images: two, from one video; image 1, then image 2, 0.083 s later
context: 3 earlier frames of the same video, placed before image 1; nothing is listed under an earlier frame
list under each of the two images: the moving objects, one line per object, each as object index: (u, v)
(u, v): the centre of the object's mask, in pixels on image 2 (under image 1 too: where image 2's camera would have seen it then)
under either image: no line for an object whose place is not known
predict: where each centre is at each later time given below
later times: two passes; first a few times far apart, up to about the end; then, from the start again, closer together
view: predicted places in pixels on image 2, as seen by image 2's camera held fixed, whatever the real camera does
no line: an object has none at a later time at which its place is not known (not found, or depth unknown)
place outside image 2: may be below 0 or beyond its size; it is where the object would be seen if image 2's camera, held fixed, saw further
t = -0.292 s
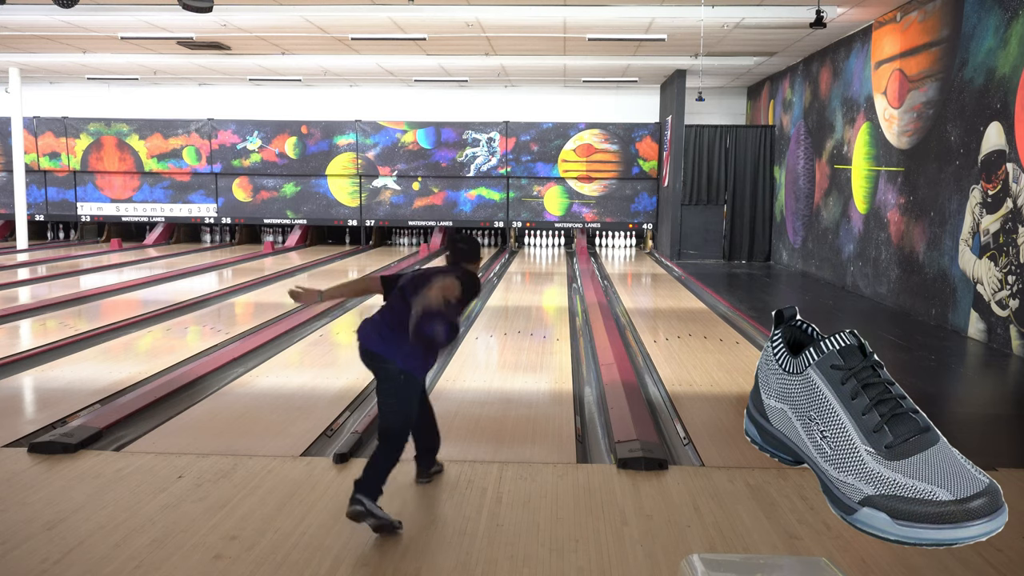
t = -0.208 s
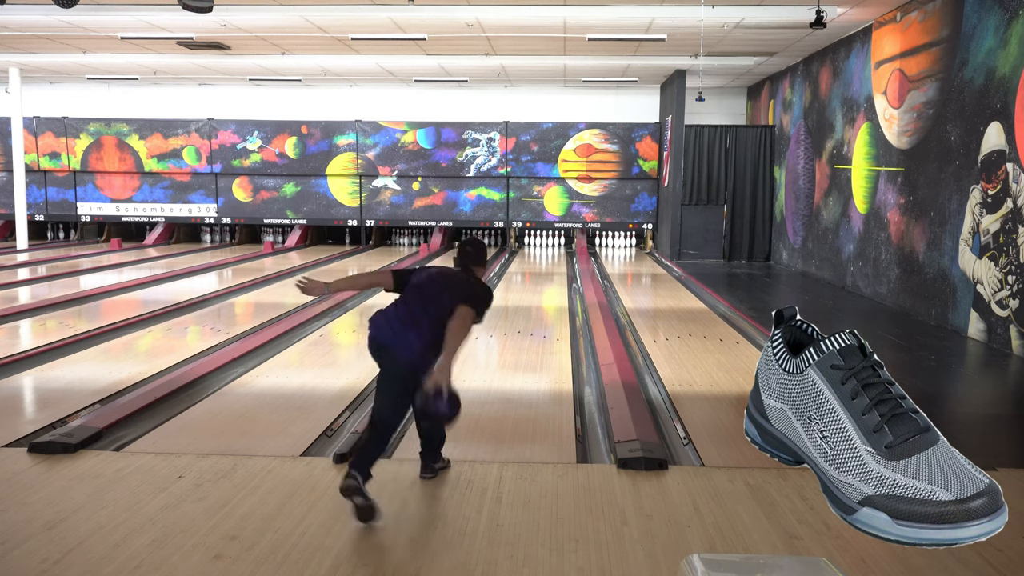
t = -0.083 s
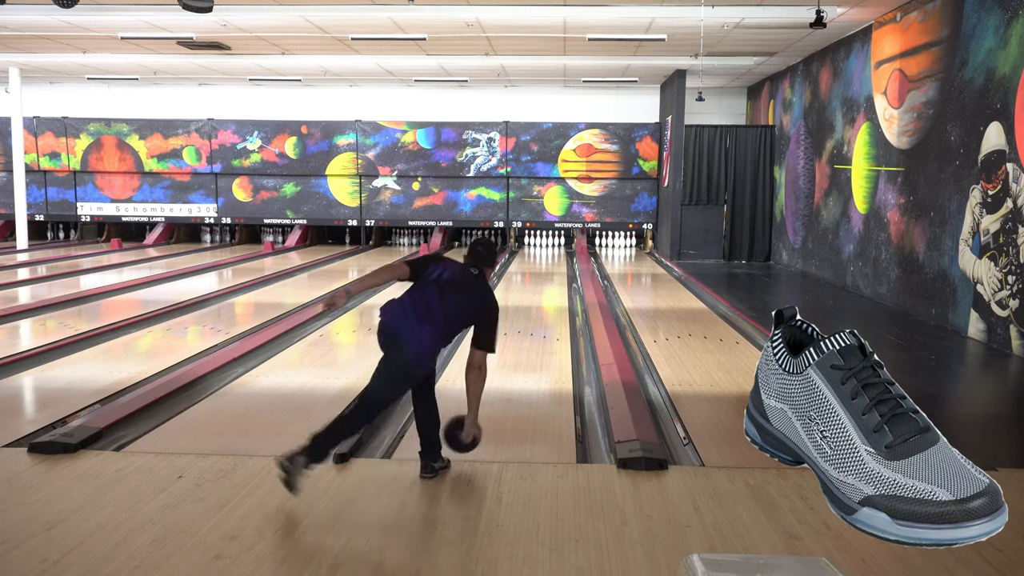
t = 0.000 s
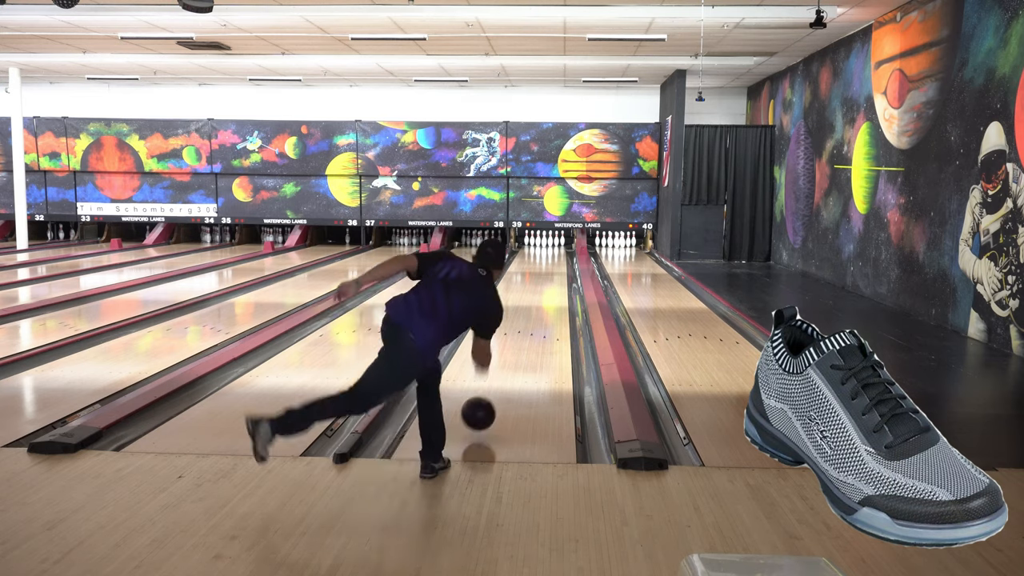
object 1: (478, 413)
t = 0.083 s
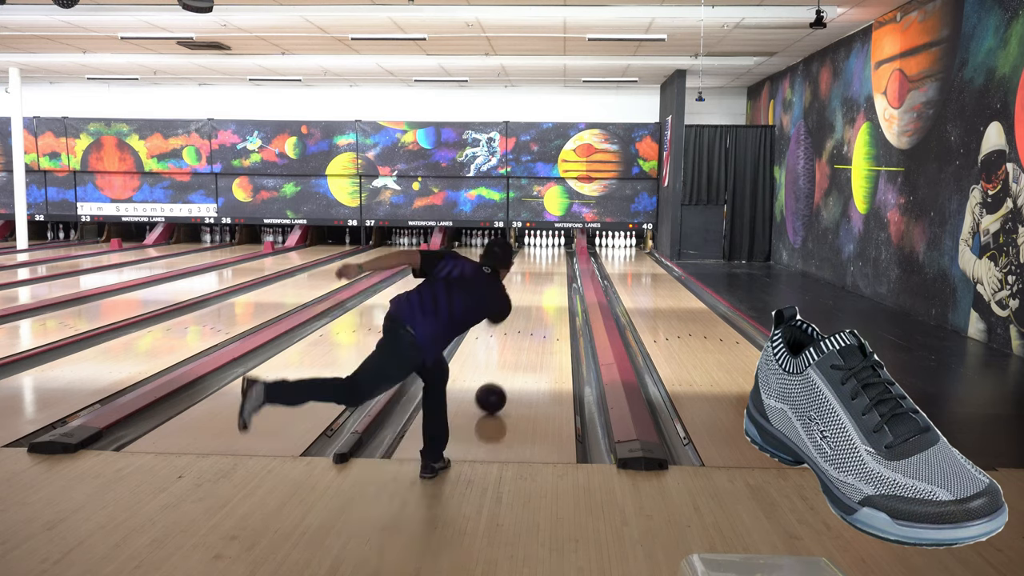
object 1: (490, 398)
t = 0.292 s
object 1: (513, 358)
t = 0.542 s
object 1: (531, 326)
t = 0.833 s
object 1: (544, 301)
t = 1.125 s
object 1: (552, 283)
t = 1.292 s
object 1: (558, 276)
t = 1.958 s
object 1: (559, 255)
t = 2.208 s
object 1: (556, 249)
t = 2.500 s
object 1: (550, 245)
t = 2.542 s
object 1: (550, 244)
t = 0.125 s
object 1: (496, 389)
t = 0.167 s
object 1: (501, 380)
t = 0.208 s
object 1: (505, 372)
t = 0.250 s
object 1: (509, 365)
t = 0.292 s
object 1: (513, 358)
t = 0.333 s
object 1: (517, 352)
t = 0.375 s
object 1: (520, 346)
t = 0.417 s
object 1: (523, 340)
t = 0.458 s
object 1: (522, 338)
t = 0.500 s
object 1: (533, 328)
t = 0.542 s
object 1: (531, 326)
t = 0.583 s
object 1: (533, 322)
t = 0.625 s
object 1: (535, 318)
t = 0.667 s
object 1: (537, 314)
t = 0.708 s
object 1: (539, 311)
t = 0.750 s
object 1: (541, 307)
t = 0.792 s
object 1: (542, 304)
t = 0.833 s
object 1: (544, 301)
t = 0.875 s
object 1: (545, 298)
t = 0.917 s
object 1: (546, 295)
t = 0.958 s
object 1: (548, 293)
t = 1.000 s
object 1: (549, 290)
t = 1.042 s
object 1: (550, 288)
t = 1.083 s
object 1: (551, 286)
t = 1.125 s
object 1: (552, 283)
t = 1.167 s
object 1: (553, 281)
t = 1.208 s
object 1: (554, 280)
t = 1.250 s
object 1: (555, 278)
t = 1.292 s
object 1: (558, 276)
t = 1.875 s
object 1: (563, 256)
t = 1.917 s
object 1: (561, 256)
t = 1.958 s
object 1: (559, 255)
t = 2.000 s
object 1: (558, 253)
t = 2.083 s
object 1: (558, 252)
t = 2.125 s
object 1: (557, 251)
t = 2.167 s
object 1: (557, 250)
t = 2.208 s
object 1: (556, 249)
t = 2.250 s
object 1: (555, 248)
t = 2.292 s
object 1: (555, 248)
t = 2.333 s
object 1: (554, 247)
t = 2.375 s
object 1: (553, 246)
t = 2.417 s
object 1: (552, 246)
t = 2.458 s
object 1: (551, 245)
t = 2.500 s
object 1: (550, 245)
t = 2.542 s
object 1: (550, 244)
